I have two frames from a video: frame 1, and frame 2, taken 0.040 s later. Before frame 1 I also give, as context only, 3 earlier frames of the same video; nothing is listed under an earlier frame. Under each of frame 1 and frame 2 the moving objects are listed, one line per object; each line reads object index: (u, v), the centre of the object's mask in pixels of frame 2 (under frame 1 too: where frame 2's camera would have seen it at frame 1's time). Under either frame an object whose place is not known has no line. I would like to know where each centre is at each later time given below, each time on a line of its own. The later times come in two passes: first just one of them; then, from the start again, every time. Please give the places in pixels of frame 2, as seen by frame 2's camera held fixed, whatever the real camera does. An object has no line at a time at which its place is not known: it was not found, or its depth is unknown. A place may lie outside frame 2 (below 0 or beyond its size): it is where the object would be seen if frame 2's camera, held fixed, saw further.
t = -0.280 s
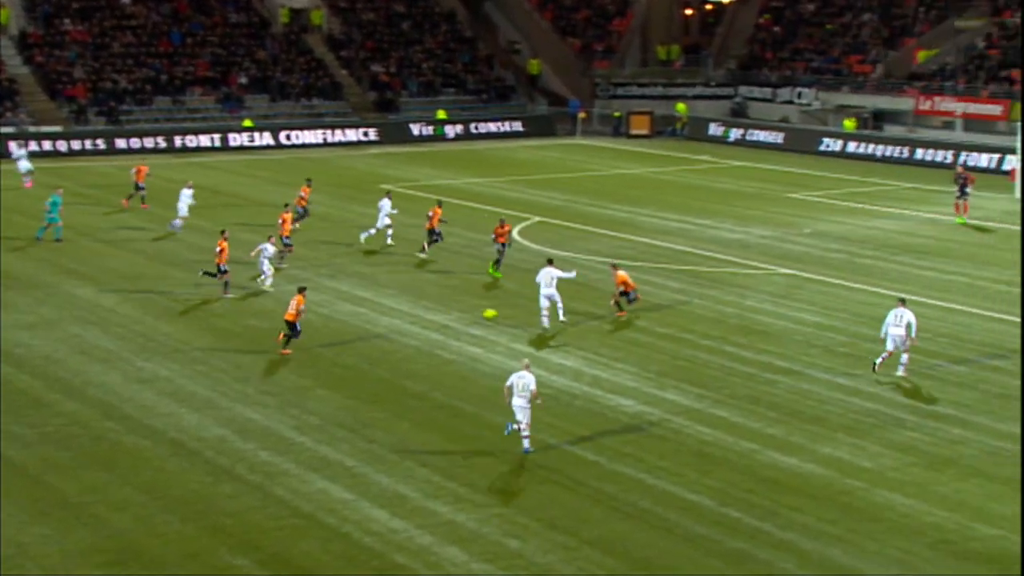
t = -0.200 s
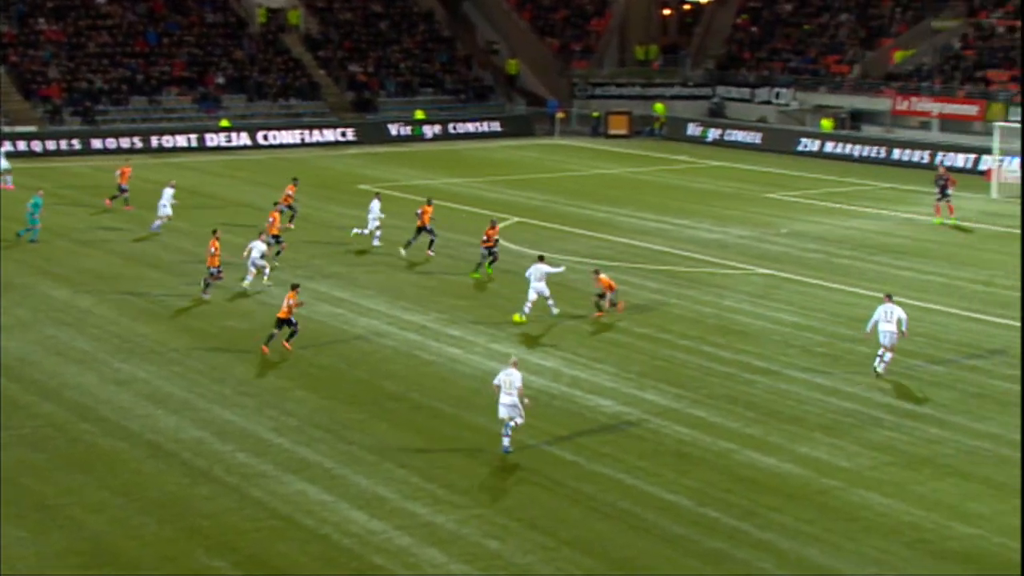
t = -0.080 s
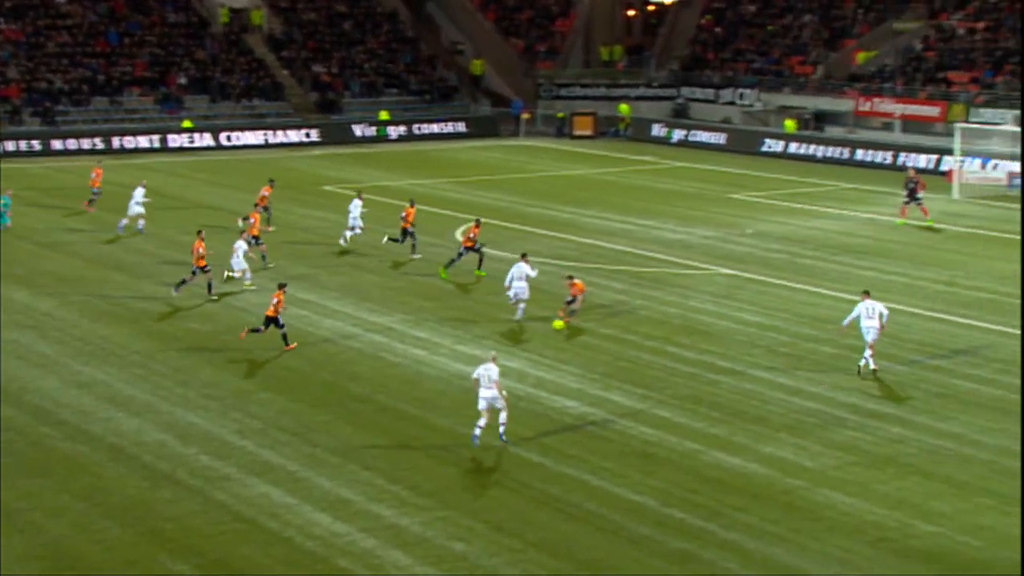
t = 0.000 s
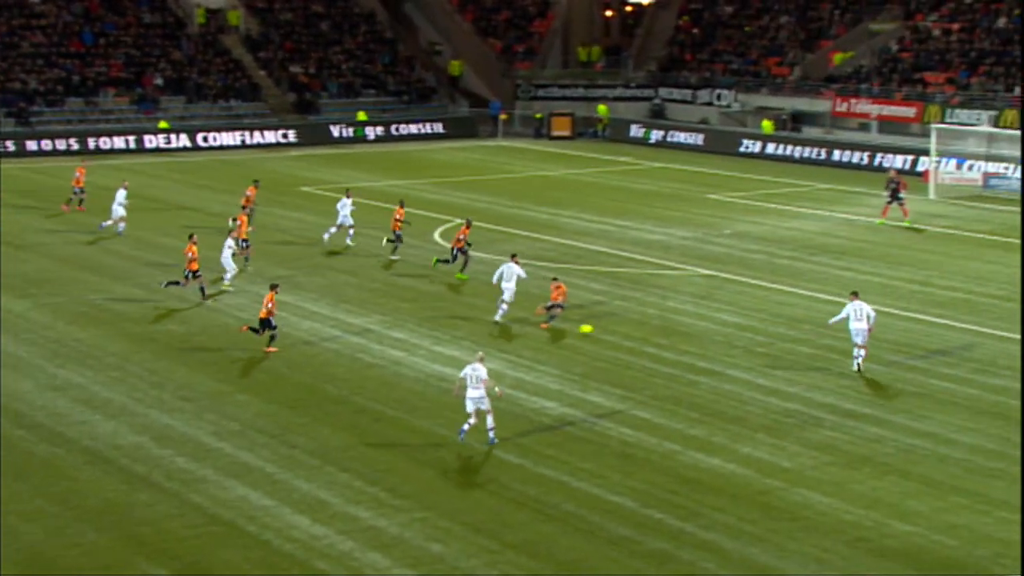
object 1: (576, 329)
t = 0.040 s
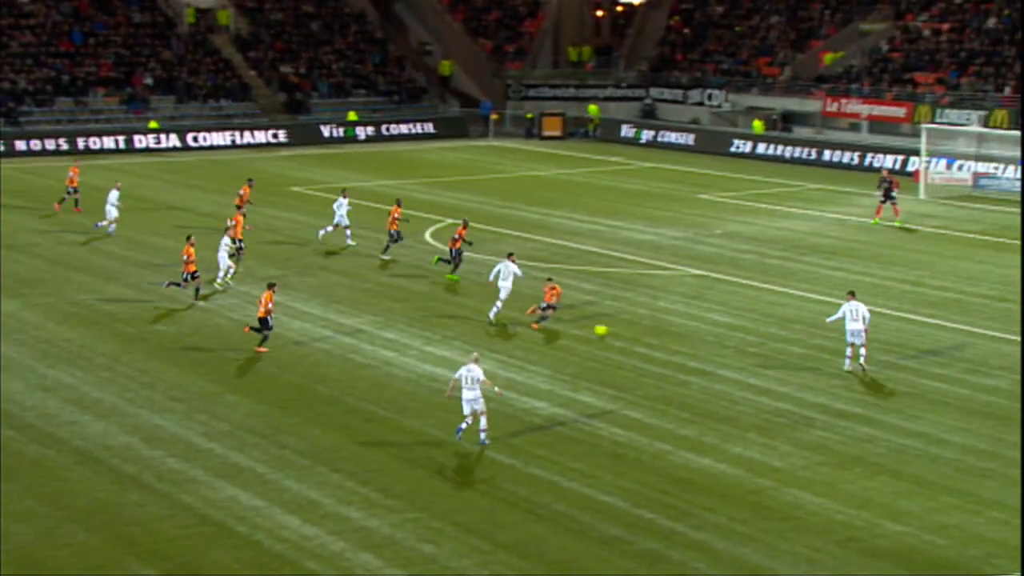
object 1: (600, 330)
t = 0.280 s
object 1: (741, 342)
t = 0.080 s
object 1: (624, 332)
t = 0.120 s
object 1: (648, 334)
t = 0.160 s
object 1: (672, 336)
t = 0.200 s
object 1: (695, 337)
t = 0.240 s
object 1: (717, 339)
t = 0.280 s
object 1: (741, 342)
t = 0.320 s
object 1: (763, 343)
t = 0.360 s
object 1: (785, 344)
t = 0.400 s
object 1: (807, 345)
